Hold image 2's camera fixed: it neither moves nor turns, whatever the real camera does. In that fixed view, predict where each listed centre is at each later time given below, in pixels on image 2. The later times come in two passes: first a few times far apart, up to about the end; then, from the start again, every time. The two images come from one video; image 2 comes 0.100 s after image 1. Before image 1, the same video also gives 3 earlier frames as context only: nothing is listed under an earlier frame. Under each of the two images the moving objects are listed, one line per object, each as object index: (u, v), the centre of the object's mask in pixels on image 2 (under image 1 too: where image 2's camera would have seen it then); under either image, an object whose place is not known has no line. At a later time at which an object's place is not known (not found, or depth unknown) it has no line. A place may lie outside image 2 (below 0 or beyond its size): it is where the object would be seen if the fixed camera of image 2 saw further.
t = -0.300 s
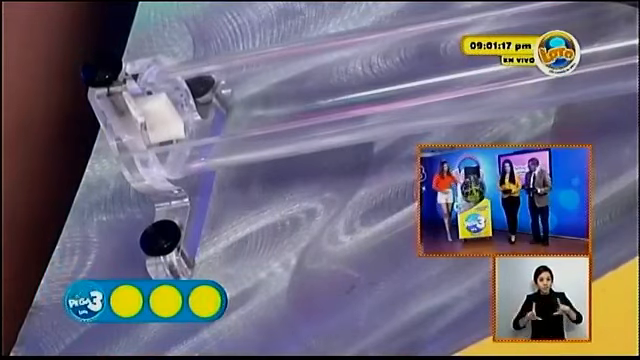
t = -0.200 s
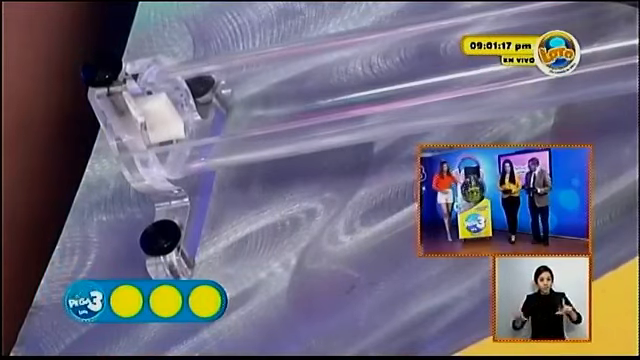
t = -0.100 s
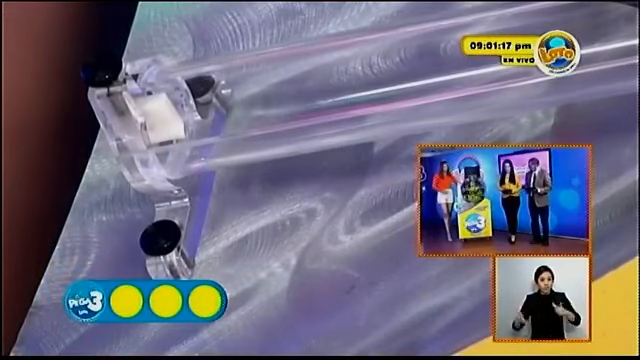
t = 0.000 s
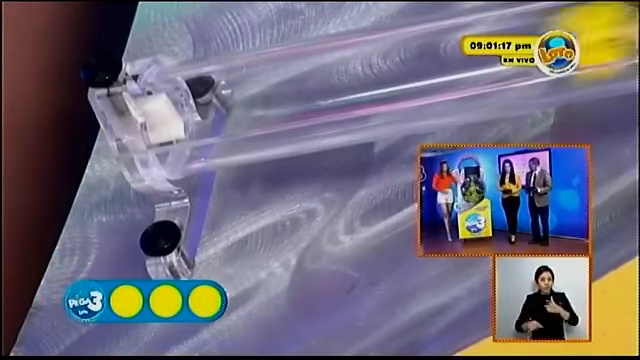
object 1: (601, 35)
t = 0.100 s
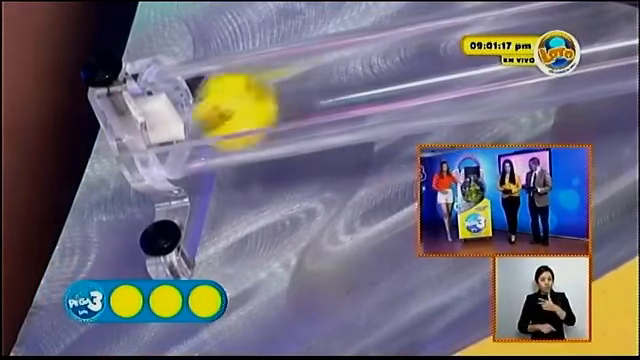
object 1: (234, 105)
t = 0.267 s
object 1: (306, 99)
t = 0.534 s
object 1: (224, 107)
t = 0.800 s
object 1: (224, 107)
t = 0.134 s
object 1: (265, 104)
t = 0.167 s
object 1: (289, 94)
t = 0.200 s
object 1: (299, 91)
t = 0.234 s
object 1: (308, 94)
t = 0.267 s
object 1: (306, 99)
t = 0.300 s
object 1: (301, 100)
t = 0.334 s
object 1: (291, 94)
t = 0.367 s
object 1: (277, 104)
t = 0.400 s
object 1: (261, 100)
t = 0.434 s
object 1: (245, 104)
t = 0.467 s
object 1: (225, 106)
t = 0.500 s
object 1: (225, 106)
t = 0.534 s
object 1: (224, 107)
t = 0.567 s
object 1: (224, 106)
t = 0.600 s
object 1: (223, 106)
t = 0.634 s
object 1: (224, 107)
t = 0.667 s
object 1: (224, 106)
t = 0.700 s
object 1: (224, 107)
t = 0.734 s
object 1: (224, 106)
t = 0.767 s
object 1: (224, 107)
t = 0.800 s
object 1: (224, 107)
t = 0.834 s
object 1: (224, 107)
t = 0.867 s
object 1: (224, 107)
